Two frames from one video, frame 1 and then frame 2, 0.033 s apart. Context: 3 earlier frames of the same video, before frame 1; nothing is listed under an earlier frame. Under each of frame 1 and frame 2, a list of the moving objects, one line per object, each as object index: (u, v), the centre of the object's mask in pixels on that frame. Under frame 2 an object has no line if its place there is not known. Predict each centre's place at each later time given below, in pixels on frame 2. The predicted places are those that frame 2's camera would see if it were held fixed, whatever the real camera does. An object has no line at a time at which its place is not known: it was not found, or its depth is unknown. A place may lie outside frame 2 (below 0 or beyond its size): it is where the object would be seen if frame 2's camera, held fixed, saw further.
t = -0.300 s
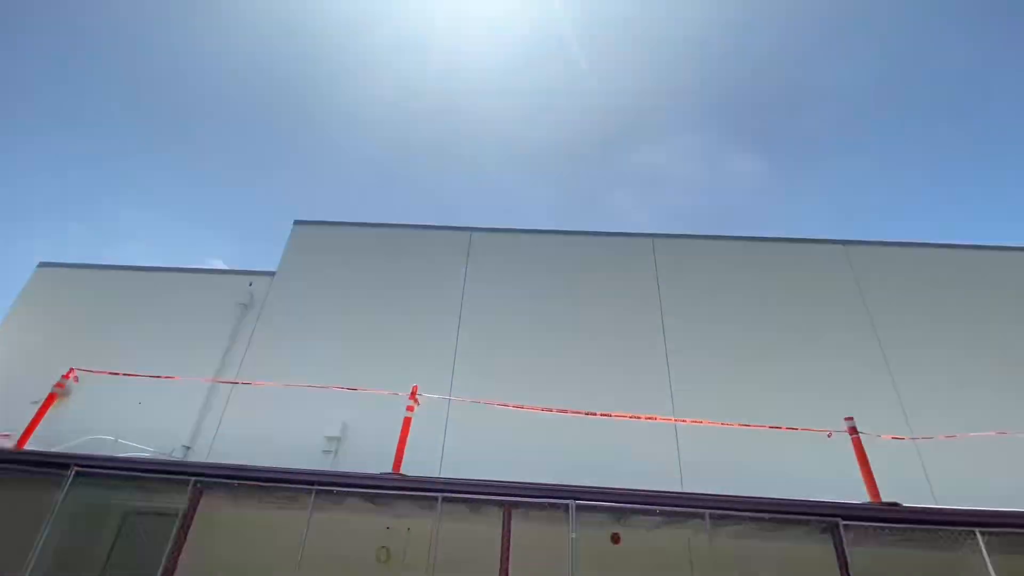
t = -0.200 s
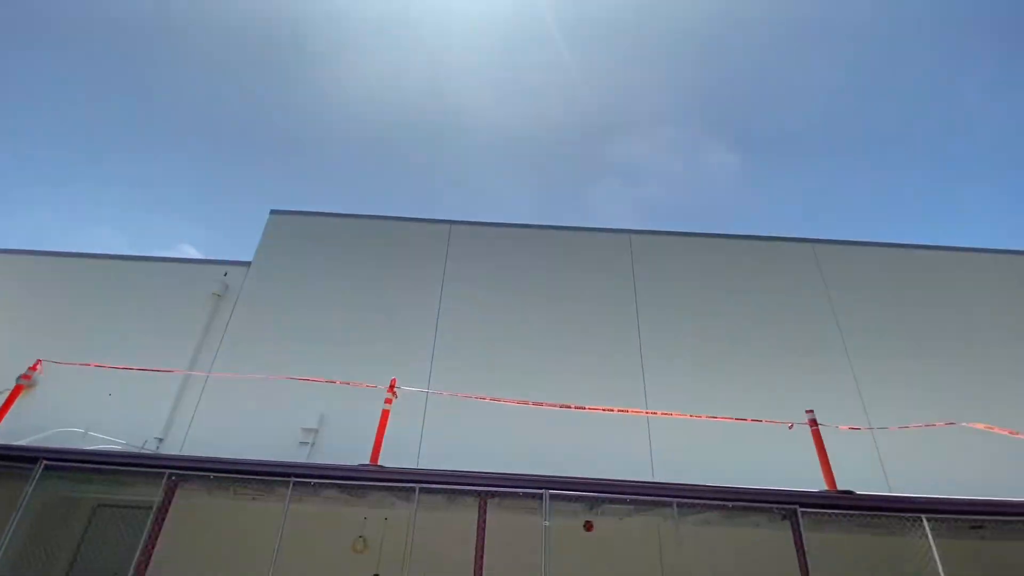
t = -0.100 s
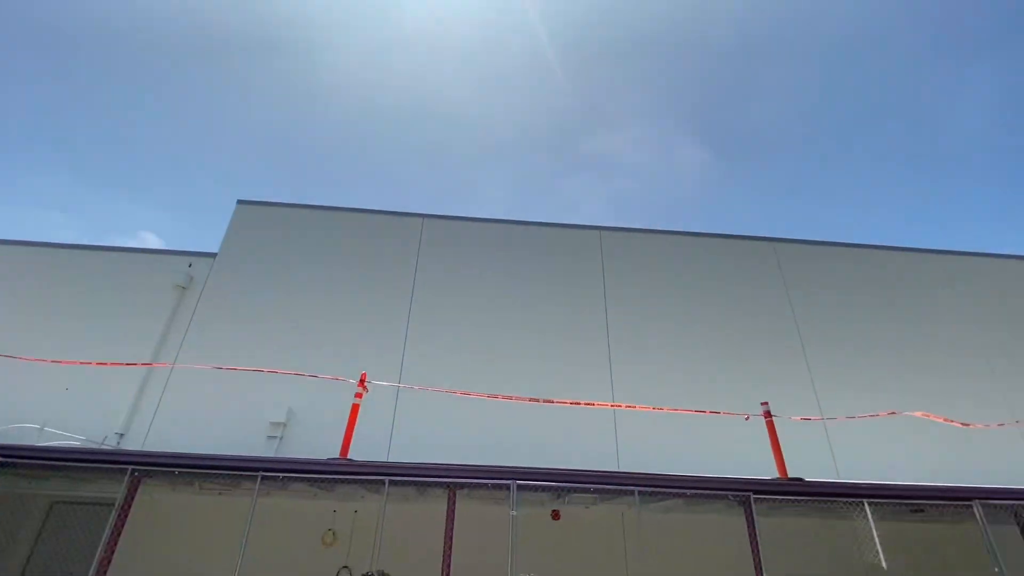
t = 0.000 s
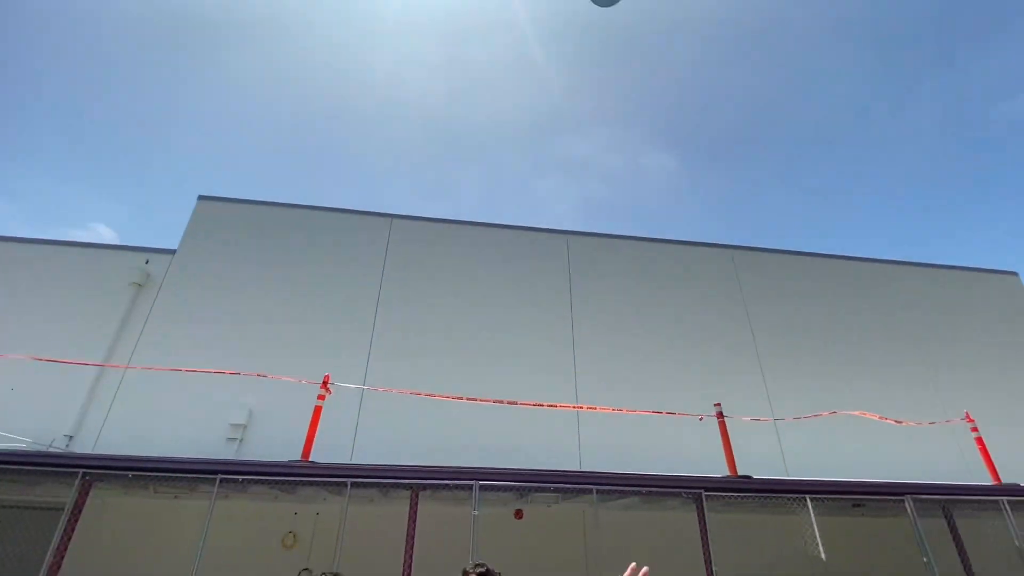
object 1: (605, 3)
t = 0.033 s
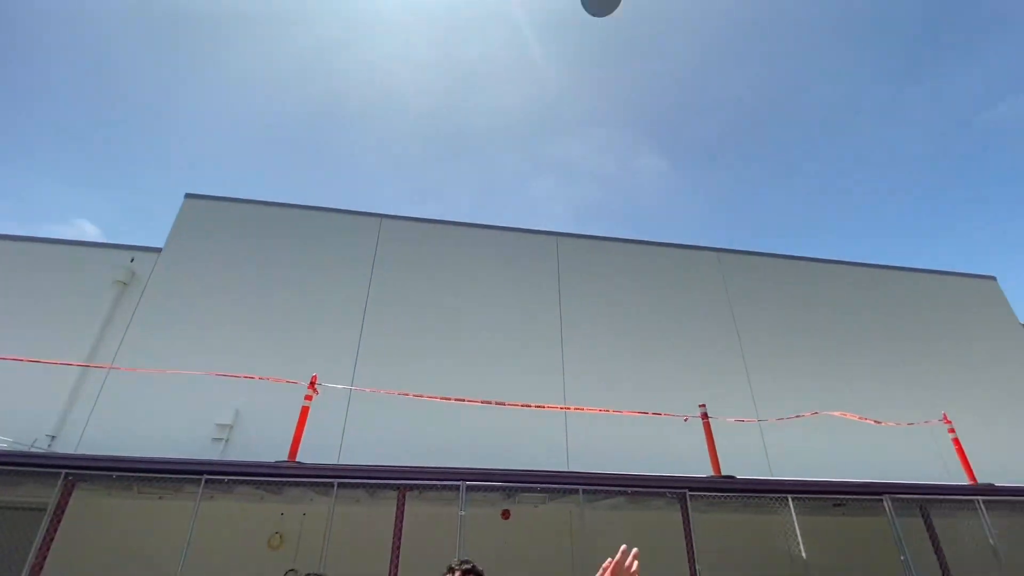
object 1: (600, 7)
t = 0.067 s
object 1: (610, 2)
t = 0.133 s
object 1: (626, 7)
